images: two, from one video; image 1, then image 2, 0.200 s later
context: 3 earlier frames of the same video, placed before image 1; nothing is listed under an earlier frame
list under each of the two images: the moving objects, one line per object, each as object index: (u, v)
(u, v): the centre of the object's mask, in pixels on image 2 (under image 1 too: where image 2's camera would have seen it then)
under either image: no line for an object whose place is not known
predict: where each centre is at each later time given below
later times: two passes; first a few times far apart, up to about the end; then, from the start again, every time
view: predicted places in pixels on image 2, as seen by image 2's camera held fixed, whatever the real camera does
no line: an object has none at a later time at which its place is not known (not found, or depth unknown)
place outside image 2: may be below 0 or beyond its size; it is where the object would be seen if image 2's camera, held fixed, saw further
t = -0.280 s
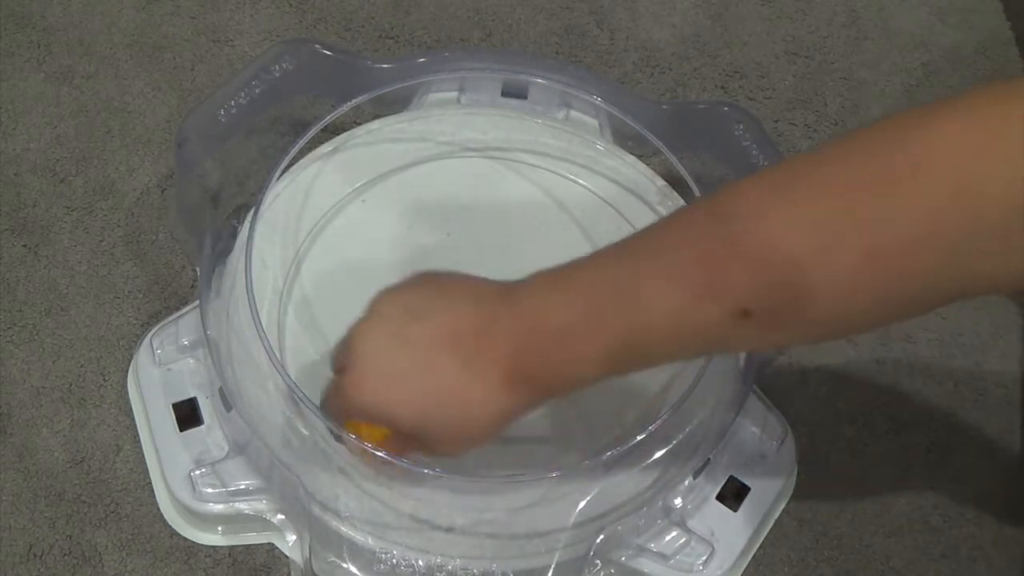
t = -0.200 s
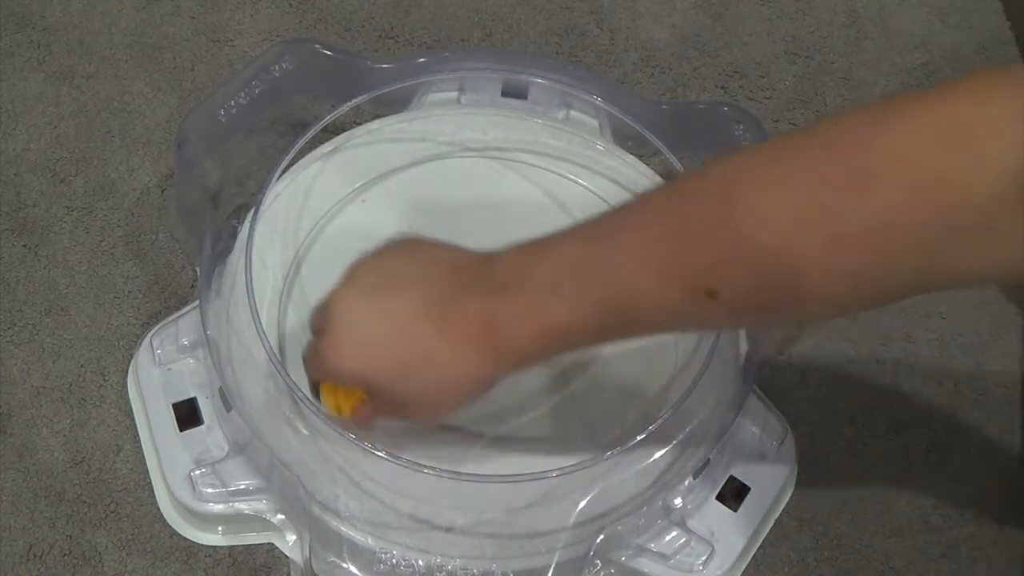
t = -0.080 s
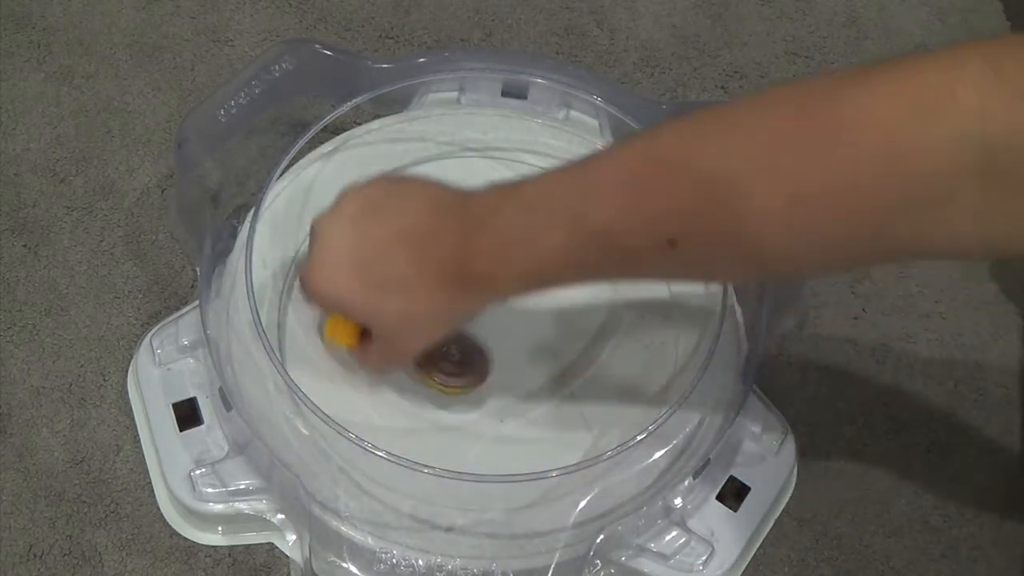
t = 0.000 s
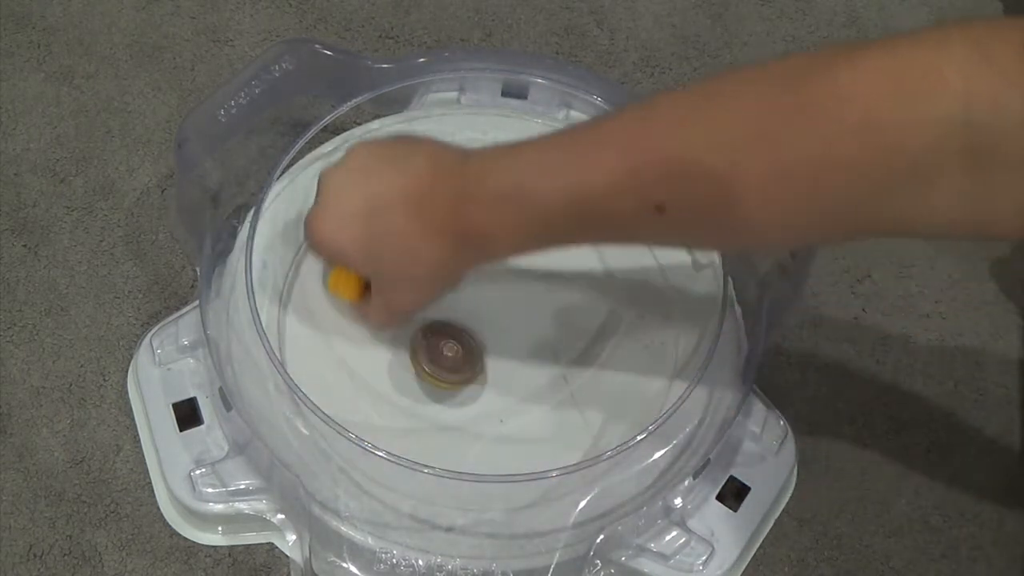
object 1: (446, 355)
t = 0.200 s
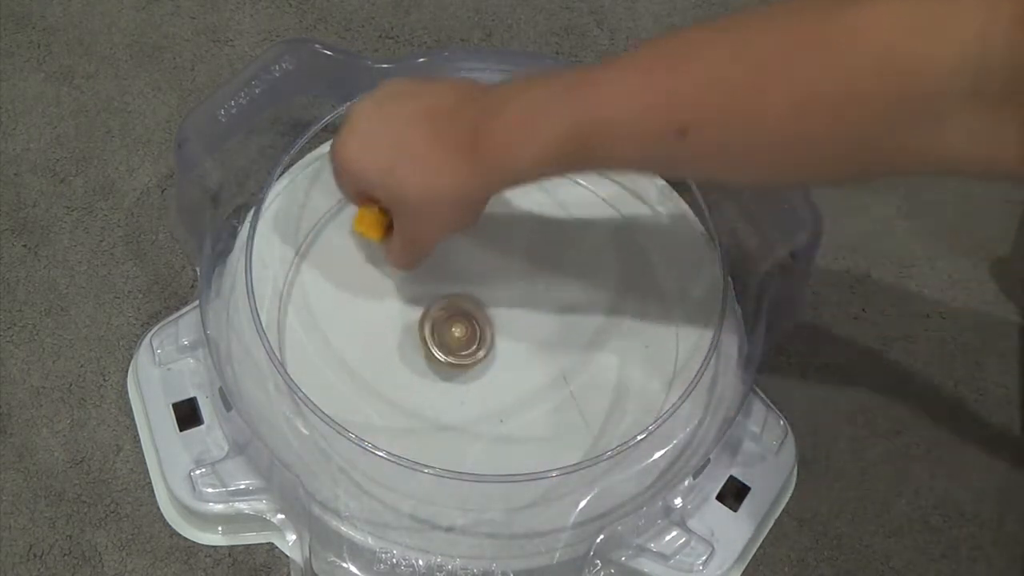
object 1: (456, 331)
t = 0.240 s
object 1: (461, 329)
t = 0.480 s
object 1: (496, 327)
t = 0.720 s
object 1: (505, 350)
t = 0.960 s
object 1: (479, 359)
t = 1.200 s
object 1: (461, 336)
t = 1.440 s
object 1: (481, 312)
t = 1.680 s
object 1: (506, 320)
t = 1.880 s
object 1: (499, 339)
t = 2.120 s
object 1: (466, 342)
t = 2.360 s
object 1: (456, 318)
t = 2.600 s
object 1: (479, 307)
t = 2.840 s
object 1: (493, 325)
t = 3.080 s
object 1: (471, 342)
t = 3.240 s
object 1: (452, 338)
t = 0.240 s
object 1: (461, 329)
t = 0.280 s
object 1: (467, 327)
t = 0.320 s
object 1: (473, 324)
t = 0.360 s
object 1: (479, 324)
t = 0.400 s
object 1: (486, 323)
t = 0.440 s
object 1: (491, 324)
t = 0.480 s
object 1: (496, 327)
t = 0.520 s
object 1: (501, 329)
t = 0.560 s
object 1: (503, 332)
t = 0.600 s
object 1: (506, 337)
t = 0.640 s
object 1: (507, 341)
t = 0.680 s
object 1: (507, 344)
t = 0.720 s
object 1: (505, 350)
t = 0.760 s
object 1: (503, 354)
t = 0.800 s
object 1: (499, 356)
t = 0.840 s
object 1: (494, 359)
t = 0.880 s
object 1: (490, 360)
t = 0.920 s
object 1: (484, 360)
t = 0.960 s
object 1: (479, 359)
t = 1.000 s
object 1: (475, 357)
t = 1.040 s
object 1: (470, 354)
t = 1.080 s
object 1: (466, 351)
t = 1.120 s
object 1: (464, 346)
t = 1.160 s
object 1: (462, 341)
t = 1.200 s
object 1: (461, 336)
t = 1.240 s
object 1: (463, 331)
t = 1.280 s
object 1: (465, 325)
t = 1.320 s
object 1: (467, 321)
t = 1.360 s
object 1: (472, 317)
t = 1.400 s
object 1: (476, 314)
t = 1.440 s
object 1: (481, 312)
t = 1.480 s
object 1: (487, 311)
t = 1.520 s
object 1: (491, 311)
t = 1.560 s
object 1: (496, 312)
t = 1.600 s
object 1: (500, 313)
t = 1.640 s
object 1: (503, 316)
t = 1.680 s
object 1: (506, 320)
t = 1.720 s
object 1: (507, 323)
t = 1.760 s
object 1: (507, 327)
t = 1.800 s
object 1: (505, 332)
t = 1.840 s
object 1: (503, 335)
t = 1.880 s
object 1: (499, 339)
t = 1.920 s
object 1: (494, 342)
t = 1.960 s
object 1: (490, 344)
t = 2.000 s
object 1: (483, 345)
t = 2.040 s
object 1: (478, 345)
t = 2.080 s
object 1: (472, 343)
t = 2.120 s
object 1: (466, 342)
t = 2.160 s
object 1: (462, 339)
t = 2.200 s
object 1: (459, 335)
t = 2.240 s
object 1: (456, 331)
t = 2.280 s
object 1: (456, 327)
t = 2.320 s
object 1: (455, 322)
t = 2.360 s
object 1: (456, 318)
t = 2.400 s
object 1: (459, 314)
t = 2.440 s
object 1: (461, 310)
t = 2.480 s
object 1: (465, 308)
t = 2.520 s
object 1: (470, 306)
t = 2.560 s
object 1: (474, 306)
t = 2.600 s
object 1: (479, 307)
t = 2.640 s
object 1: (483, 307)
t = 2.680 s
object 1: (486, 309)
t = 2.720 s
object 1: (490, 313)
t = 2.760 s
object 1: (492, 316)
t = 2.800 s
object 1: (493, 320)
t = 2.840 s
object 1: (493, 325)
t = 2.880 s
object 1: (491, 329)
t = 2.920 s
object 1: (489, 333)
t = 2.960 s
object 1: (486, 337)
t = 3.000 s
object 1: (480, 340)
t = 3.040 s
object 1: (475, 342)
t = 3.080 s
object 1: (471, 342)
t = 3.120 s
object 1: (465, 343)
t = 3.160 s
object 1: (461, 342)
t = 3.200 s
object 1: (456, 340)
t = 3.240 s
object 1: (452, 338)
